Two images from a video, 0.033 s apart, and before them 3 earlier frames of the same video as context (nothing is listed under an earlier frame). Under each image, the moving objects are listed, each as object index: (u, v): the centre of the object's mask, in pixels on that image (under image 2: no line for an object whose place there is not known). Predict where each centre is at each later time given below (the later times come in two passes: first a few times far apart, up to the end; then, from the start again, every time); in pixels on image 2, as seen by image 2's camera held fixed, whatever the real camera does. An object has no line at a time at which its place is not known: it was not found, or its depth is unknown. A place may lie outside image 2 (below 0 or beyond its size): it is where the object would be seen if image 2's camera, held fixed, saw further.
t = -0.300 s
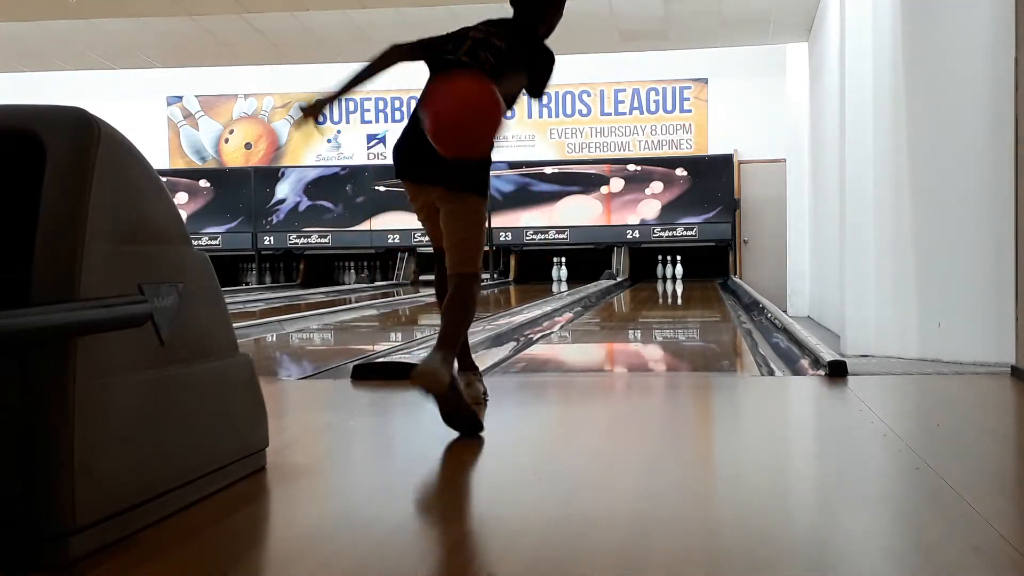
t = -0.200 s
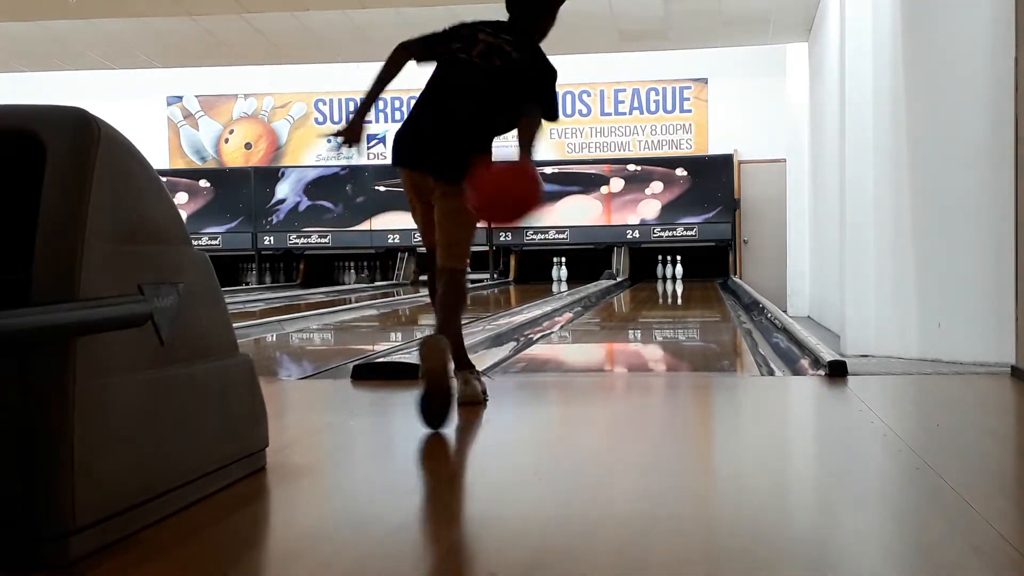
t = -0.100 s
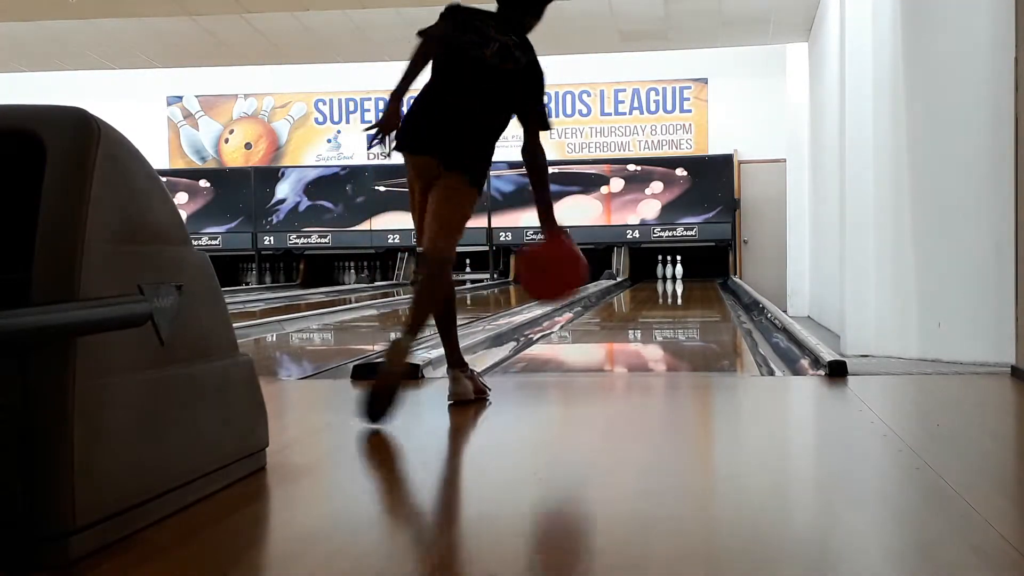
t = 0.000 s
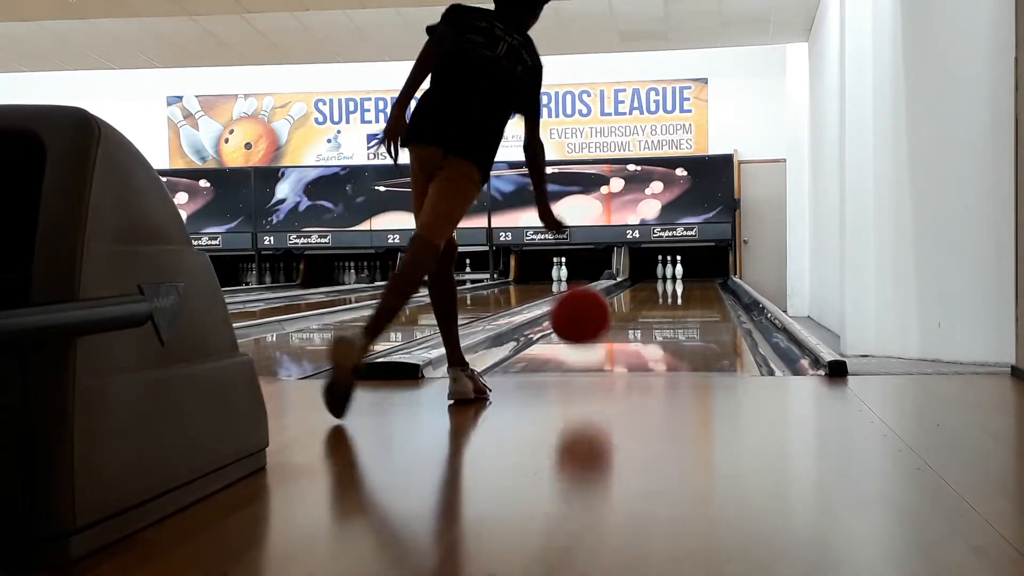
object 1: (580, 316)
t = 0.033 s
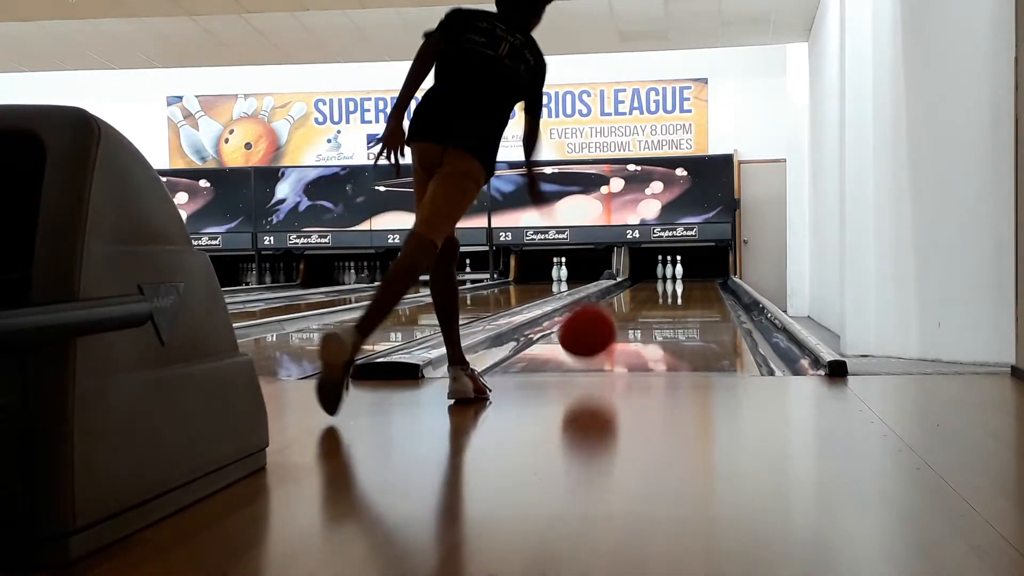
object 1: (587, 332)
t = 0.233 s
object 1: (619, 329)
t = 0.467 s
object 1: (644, 317)
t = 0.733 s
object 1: (663, 306)
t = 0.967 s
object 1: (675, 298)
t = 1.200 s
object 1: (684, 293)
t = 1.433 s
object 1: (691, 289)
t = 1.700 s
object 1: (697, 285)
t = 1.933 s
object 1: (701, 281)
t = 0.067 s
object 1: (594, 347)
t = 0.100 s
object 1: (600, 339)
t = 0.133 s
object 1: (605, 332)
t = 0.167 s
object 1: (610, 328)
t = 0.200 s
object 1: (614, 327)
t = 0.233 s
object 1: (619, 329)
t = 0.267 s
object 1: (623, 329)
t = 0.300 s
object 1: (627, 327)
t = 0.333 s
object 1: (631, 325)
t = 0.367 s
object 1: (635, 323)
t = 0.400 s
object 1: (638, 321)
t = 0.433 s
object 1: (641, 319)
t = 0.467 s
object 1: (644, 317)
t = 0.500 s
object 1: (646, 316)
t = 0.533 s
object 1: (649, 314)
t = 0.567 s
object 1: (652, 312)
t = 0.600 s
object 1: (654, 311)
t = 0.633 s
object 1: (656, 310)
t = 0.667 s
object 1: (658, 308)
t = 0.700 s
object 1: (661, 307)
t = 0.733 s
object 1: (663, 306)
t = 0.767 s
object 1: (664, 305)
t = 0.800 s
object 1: (666, 304)
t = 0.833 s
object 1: (668, 303)
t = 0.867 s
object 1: (670, 302)
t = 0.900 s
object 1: (671, 301)
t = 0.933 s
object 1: (673, 300)
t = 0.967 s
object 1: (675, 298)
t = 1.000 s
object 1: (676, 297)
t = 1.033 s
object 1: (677, 297)
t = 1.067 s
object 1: (679, 296)
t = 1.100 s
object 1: (680, 295)
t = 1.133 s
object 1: (681, 294)
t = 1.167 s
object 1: (683, 293)
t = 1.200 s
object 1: (684, 293)
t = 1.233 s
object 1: (685, 292)
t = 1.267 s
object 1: (686, 291)
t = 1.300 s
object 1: (687, 291)
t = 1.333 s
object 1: (688, 290)
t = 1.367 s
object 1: (689, 289)
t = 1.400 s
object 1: (690, 289)
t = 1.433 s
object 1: (691, 289)
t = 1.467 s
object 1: (692, 288)
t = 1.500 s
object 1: (693, 287)
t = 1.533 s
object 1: (693, 287)
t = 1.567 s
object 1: (694, 286)
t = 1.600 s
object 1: (695, 286)
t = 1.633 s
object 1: (695, 285)
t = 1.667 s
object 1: (696, 285)
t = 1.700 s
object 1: (697, 285)
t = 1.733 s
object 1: (697, 284)
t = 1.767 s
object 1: (698, 284)
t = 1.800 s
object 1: (699, 283)
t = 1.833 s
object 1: (699, 283)
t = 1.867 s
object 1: (700, 282)
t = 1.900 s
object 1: (700, 282)
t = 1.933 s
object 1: (701, 281)
